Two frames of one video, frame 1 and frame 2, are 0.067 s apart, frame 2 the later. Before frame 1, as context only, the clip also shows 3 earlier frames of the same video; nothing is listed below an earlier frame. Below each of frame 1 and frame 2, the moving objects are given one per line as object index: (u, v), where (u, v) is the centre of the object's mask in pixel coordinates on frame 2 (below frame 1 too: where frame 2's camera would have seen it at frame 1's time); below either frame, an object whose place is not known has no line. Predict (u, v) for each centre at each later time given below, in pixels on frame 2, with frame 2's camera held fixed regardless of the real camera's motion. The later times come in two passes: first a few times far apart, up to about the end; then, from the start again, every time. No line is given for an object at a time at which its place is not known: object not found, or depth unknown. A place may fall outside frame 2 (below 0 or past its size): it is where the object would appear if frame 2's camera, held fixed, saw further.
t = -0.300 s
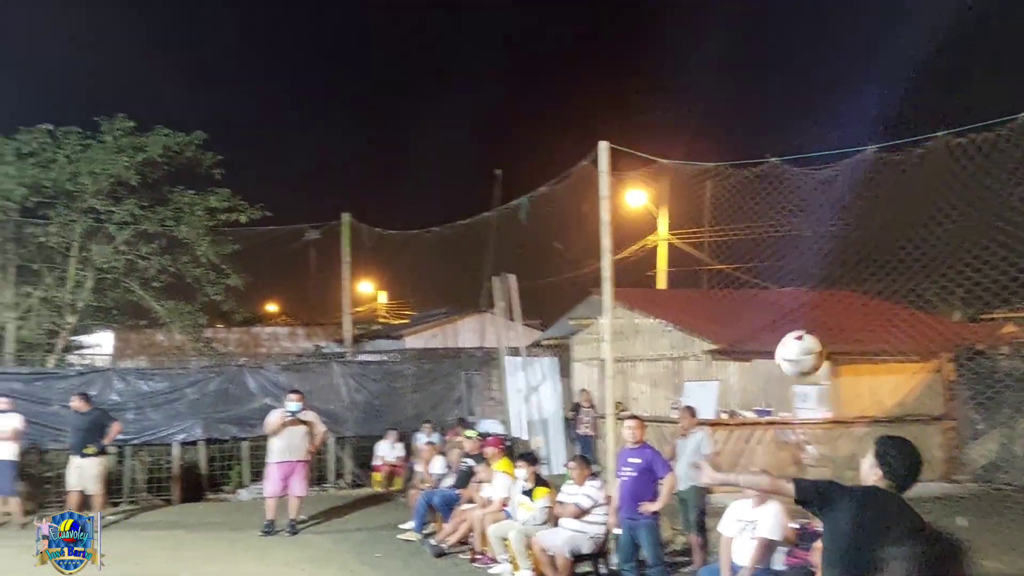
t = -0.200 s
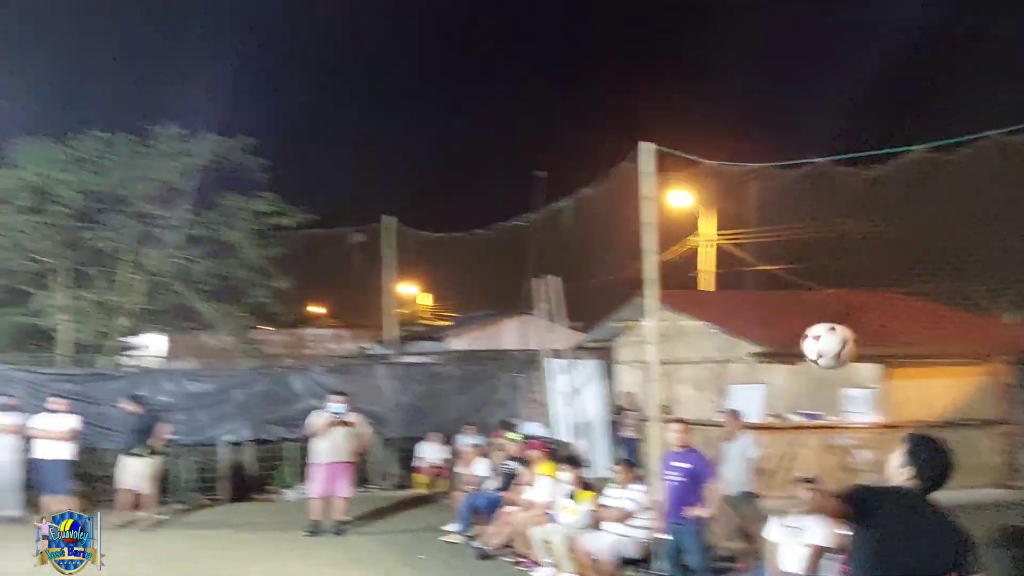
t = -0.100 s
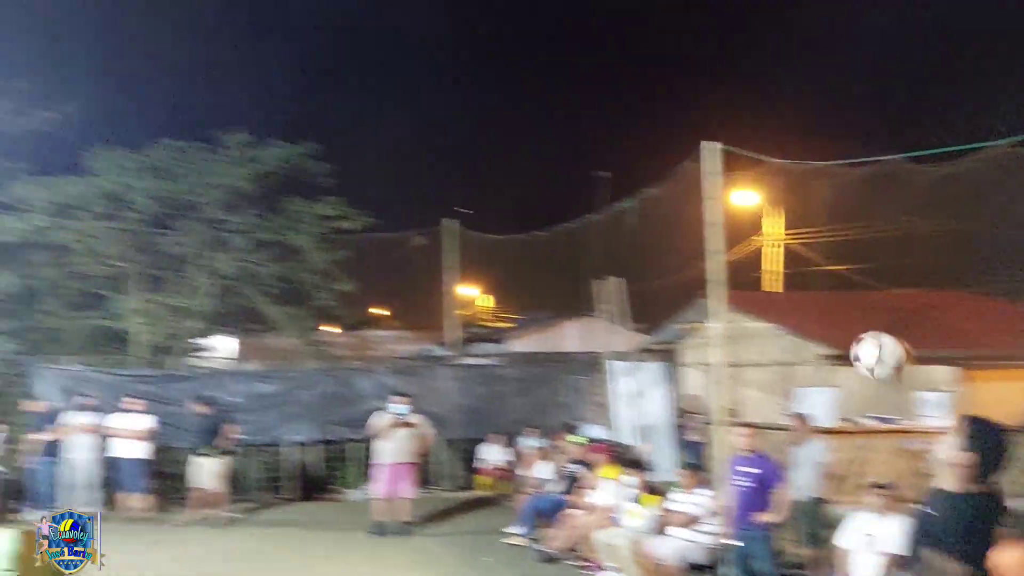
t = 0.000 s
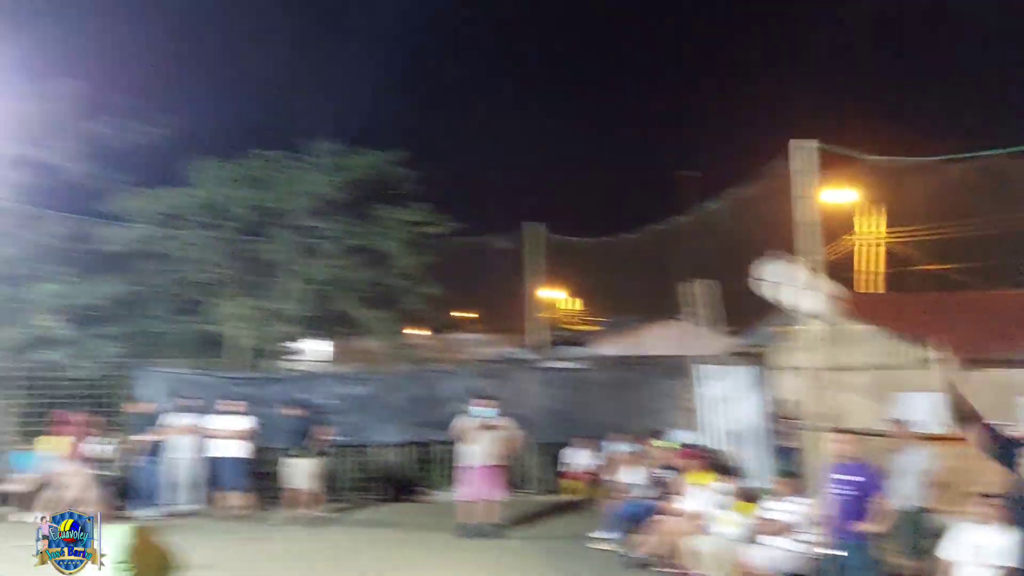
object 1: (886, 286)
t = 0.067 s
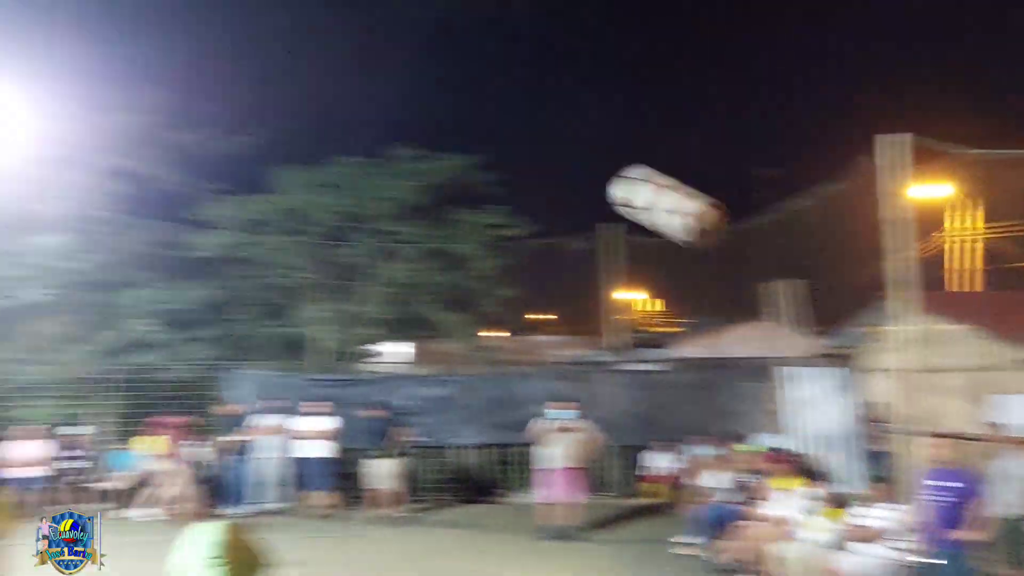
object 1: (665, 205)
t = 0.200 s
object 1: (182, 60)
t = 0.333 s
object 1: (-377, -49)
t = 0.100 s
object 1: (552, 168)
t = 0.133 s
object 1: (432, 129)
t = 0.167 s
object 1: (311, 95)
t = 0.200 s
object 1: (182, 60)
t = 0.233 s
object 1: (40, 27)
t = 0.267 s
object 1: (-97, -1)
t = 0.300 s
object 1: (-232, -25)
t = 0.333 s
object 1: (-377, -49)
